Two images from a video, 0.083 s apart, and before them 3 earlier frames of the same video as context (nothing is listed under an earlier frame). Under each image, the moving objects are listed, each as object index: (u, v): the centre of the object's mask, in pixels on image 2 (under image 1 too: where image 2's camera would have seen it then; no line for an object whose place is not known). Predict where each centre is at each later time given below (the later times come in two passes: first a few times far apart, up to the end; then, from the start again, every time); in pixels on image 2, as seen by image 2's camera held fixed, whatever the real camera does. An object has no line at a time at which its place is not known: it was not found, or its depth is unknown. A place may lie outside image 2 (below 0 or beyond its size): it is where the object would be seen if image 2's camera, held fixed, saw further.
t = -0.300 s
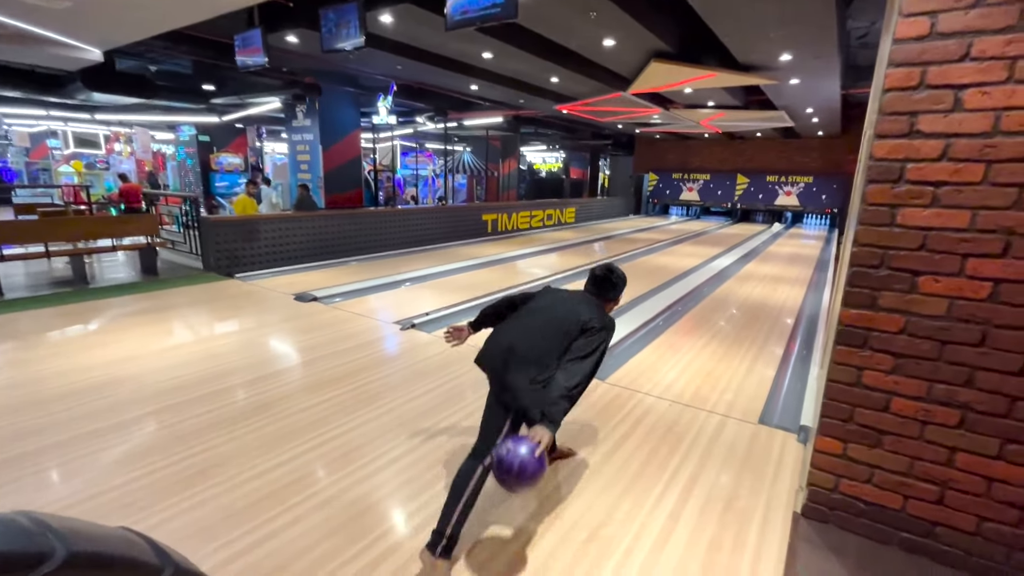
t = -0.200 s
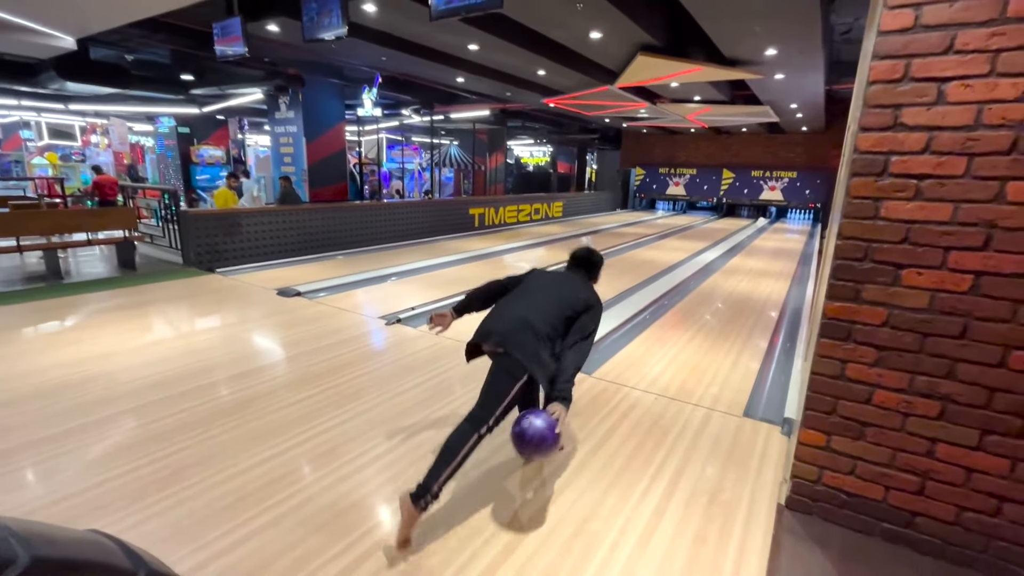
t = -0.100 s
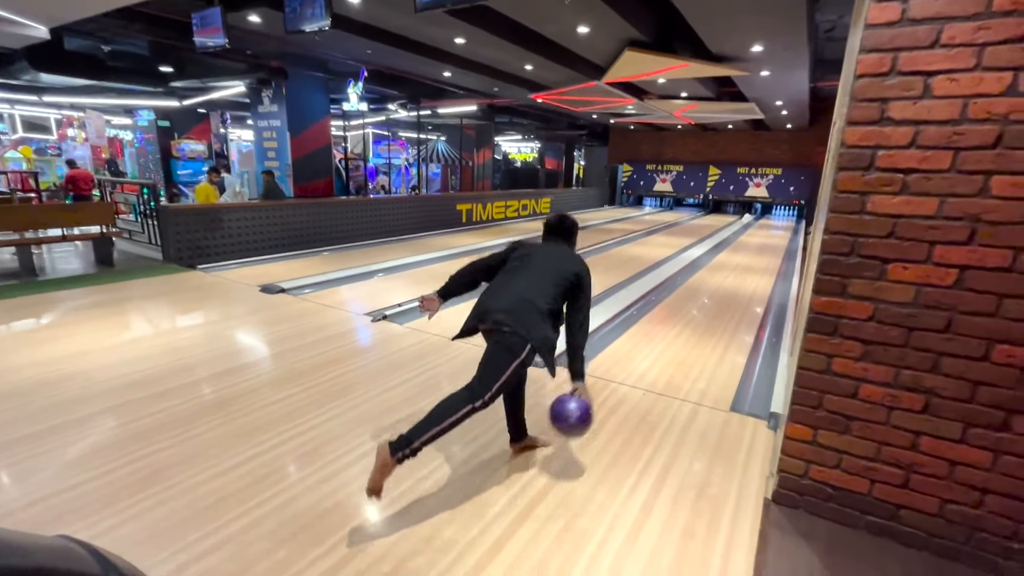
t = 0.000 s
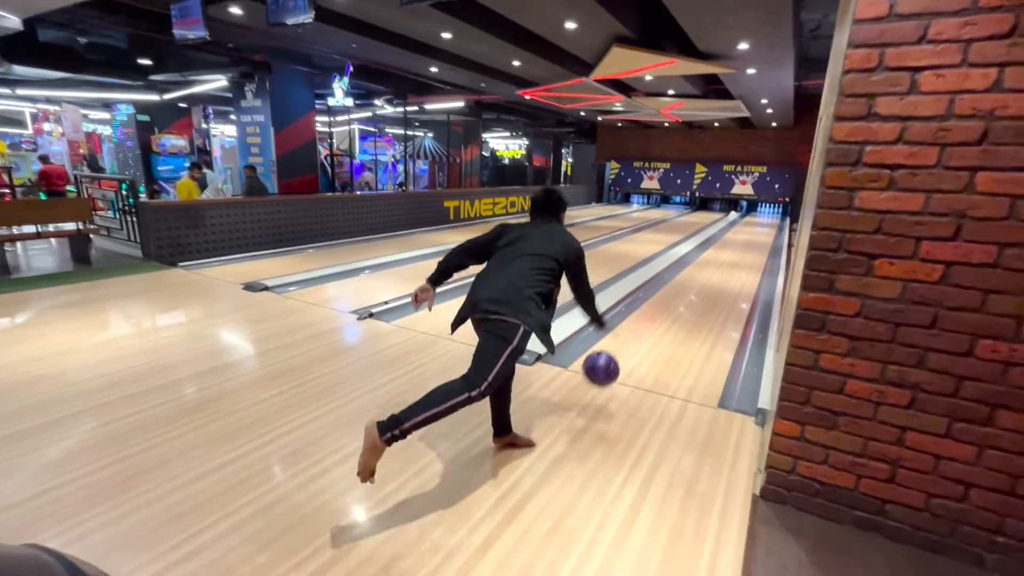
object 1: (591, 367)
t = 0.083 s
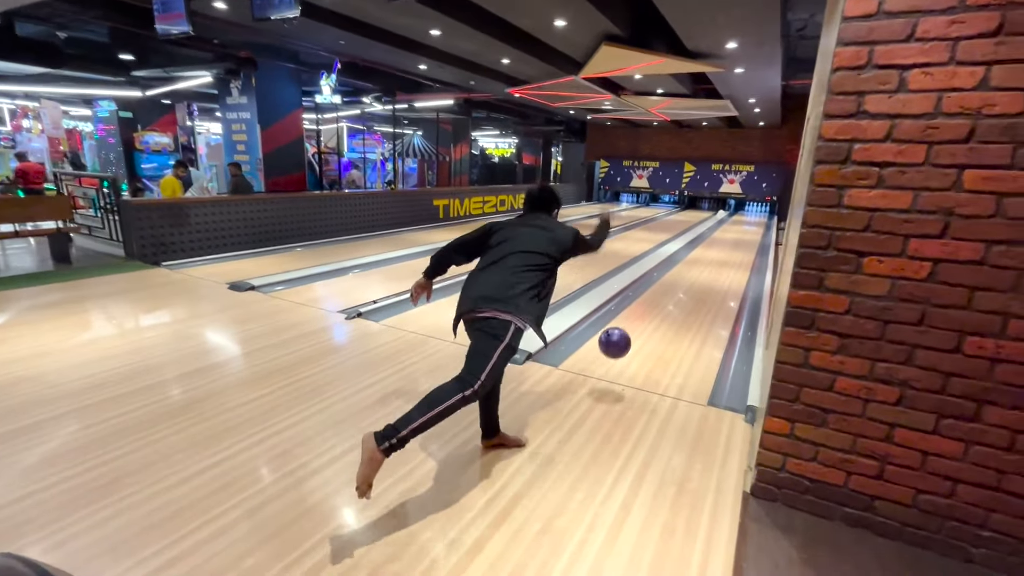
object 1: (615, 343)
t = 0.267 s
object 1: (645, 330)
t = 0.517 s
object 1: (673, 294)
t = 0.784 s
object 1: (690, 270)
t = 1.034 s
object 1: (700, 255)
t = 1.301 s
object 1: (707, 244)
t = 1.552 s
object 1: (712, 236)
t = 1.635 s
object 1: (713, 234)
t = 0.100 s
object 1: (618, 340)
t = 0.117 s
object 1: (622, 337)
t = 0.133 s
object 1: (625, 335)
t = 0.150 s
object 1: (628, 334)
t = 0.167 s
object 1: (631, 333)
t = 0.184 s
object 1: (634, 332)
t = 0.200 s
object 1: (636, 332)
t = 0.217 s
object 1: (639, 332)
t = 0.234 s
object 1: (641, 332)
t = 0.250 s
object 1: (643, 333)
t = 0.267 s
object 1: (645, 330)
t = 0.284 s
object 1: (648, 326)
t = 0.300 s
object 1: (650, 323)
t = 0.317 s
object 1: (652, 319)
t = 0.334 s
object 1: (655, 317)
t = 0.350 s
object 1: (657, 314)
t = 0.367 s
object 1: (658, 313)
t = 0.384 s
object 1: (660, 311)
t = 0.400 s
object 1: (662, 309)
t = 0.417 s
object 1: (663, 306)
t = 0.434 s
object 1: (665, 304)
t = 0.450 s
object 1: (667, 302)
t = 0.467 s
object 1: (668, 300)
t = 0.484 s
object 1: (670, 298)
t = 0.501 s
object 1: (671, 296)
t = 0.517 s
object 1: (673, 294)
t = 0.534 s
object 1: (674, 292)
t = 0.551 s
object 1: (675, 290)
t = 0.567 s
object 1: (677, 289)
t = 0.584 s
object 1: (678, 287)
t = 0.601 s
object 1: (679, 285)
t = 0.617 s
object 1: (680, 284)
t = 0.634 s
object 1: (681, 282)
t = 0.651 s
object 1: (682, 281)
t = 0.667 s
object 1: (683, 279)
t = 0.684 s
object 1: (684, 278)
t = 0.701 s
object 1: (685, 276)
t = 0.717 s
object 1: (686, 275)
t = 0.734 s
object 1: (687, 274)
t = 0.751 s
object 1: (688, 273)
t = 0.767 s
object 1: (689, 271)
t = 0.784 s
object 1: (690, 270)
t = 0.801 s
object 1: (691, 269)
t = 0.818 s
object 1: (691, 268)
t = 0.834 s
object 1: (692, 267)
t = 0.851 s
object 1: (693, 266)
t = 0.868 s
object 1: (693, 265)
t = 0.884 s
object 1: (694, 264)
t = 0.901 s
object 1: (695, 263)
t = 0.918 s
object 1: (696, 262)
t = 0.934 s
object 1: (696, 261)
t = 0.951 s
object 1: (697, 260)
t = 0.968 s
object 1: (698, 259)
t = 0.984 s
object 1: (698, 258)
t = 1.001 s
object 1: (699, 257)
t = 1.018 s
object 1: (699, 256)
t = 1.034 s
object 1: (700, 255)
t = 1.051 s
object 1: (701, 254)
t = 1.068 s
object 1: (701, 254)
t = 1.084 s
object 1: (702, 253)
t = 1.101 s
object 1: (702, 252)
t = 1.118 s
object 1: (703, 251)
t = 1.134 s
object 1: (703, 251)
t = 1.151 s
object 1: (704, 250)
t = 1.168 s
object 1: (704, 249)
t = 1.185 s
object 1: (704, 249)
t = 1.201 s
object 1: (705, 248)
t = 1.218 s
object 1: (705, 247)
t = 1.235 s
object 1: (706, 247)
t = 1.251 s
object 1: (706, 246)
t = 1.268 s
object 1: (706, 246)
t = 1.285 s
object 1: (707, 245)
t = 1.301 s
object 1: (707, 244)
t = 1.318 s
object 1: (708, 244)
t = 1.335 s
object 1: (708, 243)
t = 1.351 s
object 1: (709, 243)
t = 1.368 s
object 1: (709, 242)
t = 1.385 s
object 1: (709, 242)
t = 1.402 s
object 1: (710, 241)
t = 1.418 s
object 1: (710, 240)
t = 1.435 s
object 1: (710, 240)
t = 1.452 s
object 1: (711, 239)
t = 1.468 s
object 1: (711, 239)
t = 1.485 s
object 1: (711, 238)
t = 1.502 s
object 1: (711, 237)
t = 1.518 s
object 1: (712, 237)
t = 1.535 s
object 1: (712, 237)
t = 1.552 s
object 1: (712, 236)
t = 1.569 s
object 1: (712, 236)
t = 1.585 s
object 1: (713, 235)
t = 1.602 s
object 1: (713, 235)
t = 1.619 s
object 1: (713, 234)
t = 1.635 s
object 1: (713, 234)
